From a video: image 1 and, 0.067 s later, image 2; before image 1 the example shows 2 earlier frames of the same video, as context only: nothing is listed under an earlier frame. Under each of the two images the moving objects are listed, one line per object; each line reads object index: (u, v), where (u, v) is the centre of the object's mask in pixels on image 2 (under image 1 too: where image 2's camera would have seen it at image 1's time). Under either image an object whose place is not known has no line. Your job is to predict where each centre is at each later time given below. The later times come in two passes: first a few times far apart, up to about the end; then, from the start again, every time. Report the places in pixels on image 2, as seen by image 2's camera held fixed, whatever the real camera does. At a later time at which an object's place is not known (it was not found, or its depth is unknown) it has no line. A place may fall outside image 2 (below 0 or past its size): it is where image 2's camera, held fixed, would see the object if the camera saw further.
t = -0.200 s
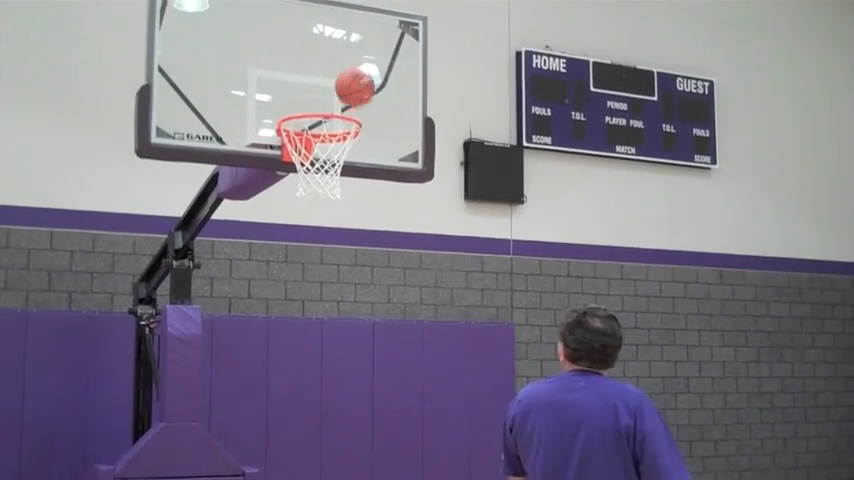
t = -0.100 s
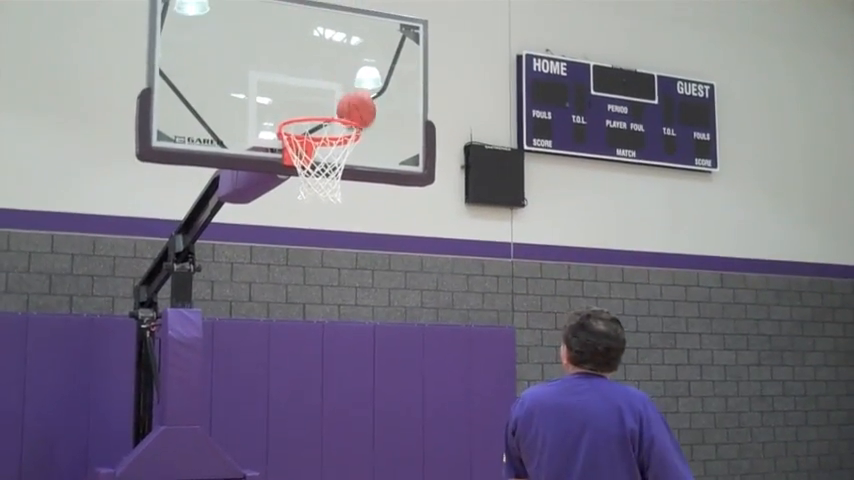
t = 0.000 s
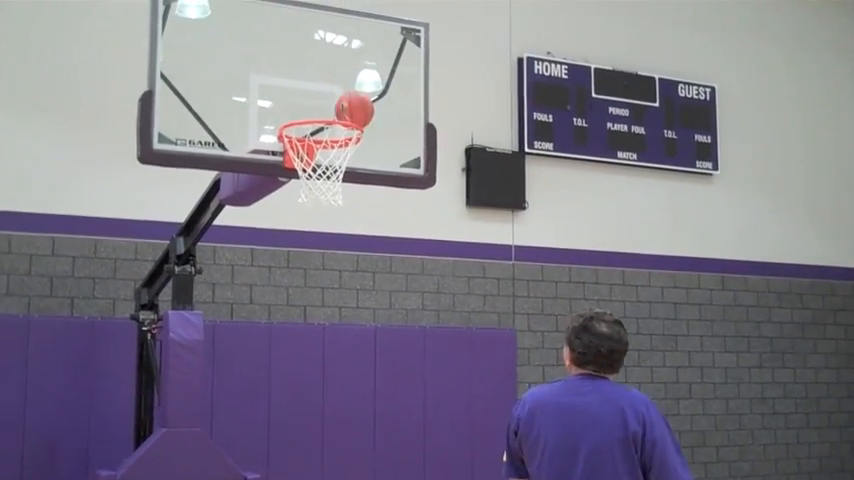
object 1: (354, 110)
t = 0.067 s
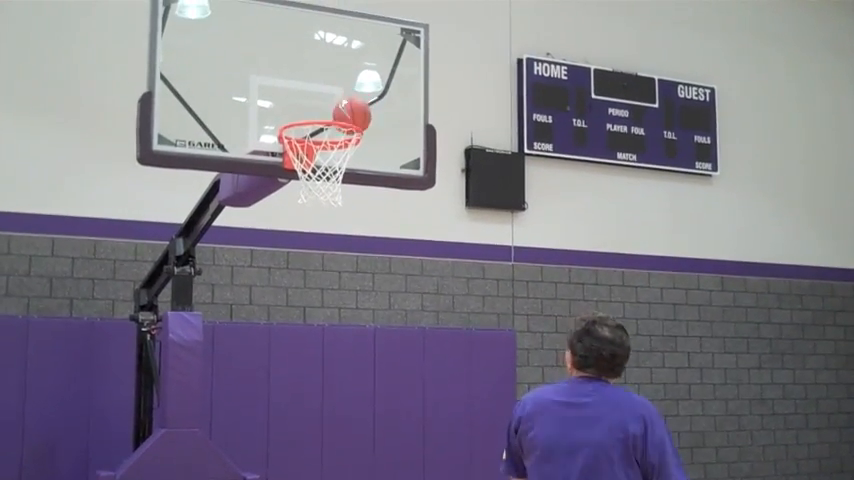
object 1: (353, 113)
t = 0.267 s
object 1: (357, 163)
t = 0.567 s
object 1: (376, 283)
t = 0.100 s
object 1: (353, 116)
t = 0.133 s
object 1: (349, 125)
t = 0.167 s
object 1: (349, 133)
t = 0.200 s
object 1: (348, 143)
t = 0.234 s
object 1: (356, 160)
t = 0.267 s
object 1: (357, 163)
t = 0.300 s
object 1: (357, 168)
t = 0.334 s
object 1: (358, 174)
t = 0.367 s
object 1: (359, 183)
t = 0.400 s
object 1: (360, 192)
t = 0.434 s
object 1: (363, 208)
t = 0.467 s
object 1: (367, 225)
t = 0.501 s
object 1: (370, 243)
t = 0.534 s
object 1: (373, 260)
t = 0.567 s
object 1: (376, 283)
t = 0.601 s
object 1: (379, 306)
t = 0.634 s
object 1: (381, 335)
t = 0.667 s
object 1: (384, 362)
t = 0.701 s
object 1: (388, 393)
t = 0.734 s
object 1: (391, 428)
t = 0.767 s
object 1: (394, 462)
